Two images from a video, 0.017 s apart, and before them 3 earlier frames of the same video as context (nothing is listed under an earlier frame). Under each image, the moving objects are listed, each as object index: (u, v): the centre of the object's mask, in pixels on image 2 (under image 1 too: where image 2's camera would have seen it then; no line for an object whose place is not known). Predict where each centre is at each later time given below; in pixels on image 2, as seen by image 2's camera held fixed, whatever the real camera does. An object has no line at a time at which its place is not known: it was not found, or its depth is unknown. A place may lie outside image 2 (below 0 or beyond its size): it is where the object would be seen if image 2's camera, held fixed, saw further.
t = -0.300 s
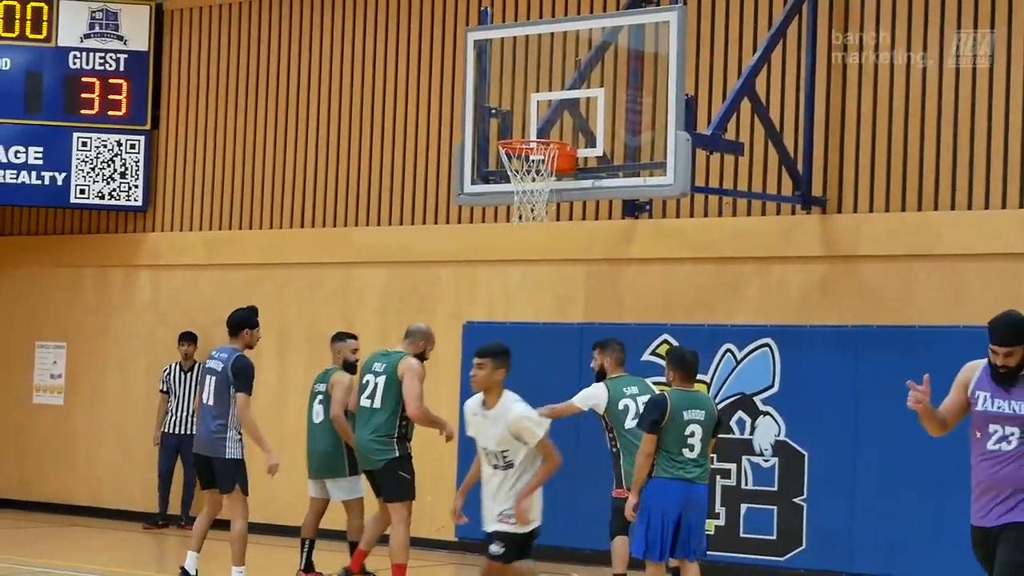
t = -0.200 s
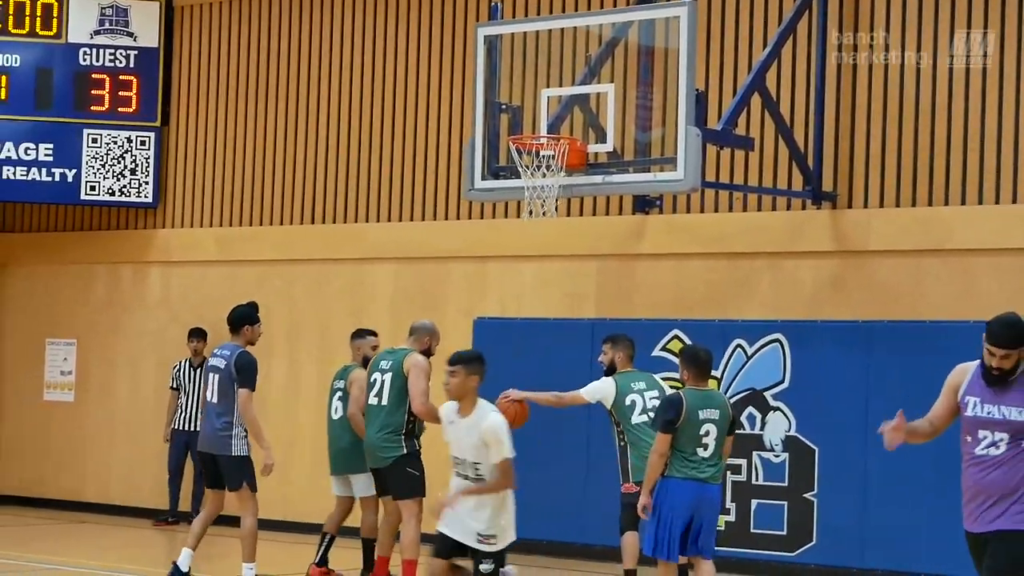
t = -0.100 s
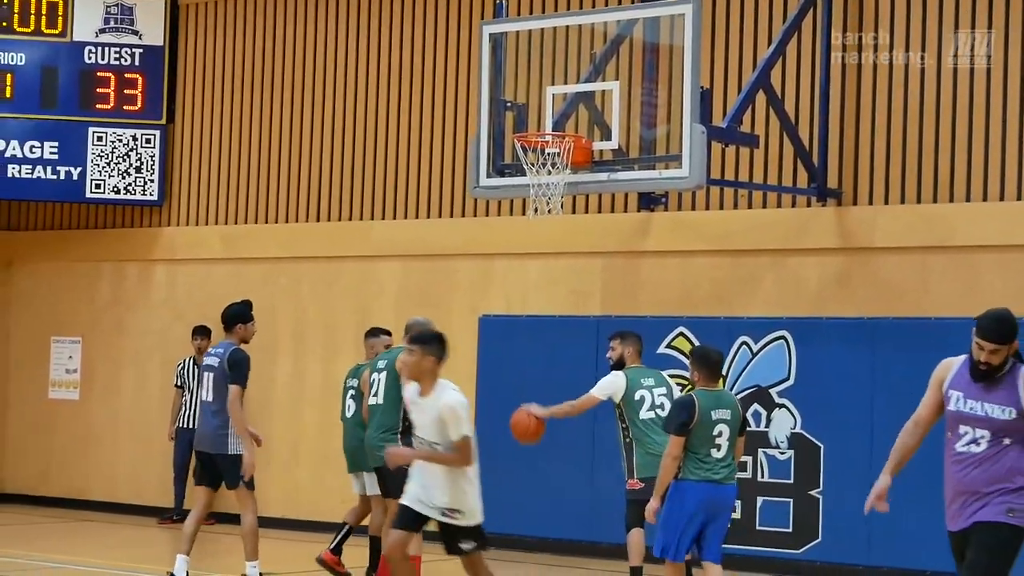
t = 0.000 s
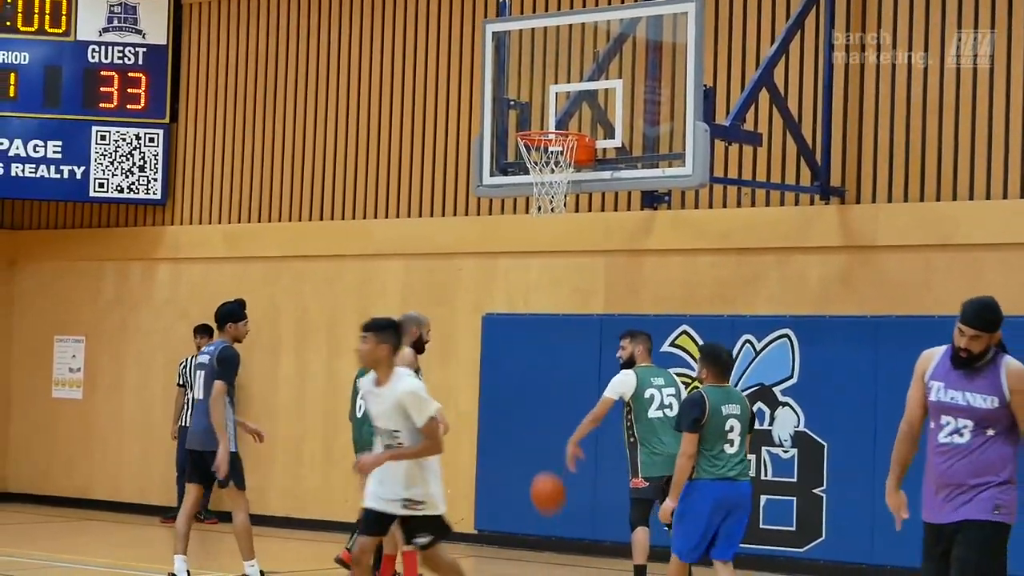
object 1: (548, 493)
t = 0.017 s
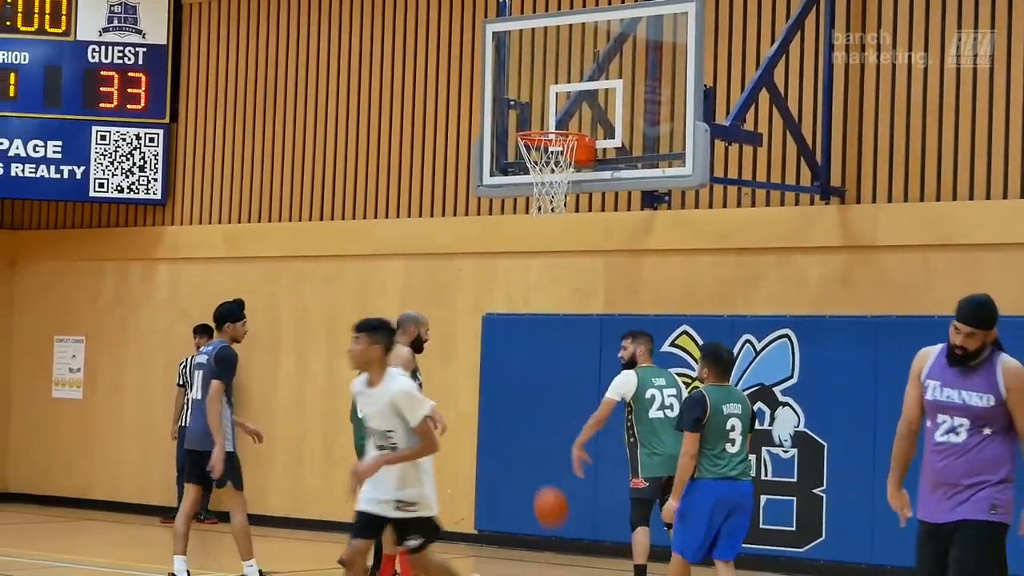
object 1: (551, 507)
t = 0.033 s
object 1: (554, 523)
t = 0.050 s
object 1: (557, 536)
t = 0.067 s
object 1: (559, 550)
